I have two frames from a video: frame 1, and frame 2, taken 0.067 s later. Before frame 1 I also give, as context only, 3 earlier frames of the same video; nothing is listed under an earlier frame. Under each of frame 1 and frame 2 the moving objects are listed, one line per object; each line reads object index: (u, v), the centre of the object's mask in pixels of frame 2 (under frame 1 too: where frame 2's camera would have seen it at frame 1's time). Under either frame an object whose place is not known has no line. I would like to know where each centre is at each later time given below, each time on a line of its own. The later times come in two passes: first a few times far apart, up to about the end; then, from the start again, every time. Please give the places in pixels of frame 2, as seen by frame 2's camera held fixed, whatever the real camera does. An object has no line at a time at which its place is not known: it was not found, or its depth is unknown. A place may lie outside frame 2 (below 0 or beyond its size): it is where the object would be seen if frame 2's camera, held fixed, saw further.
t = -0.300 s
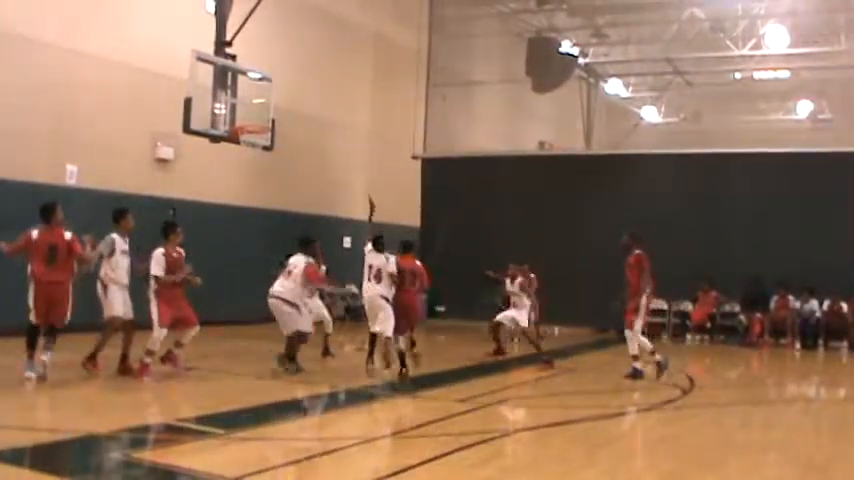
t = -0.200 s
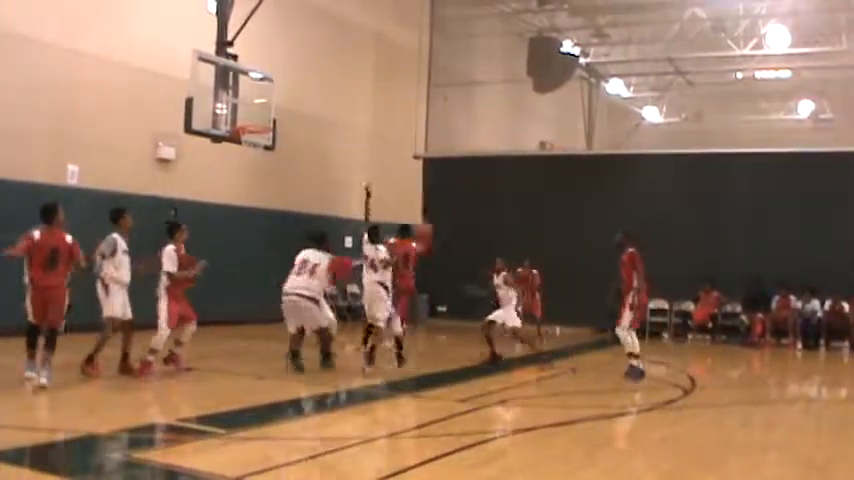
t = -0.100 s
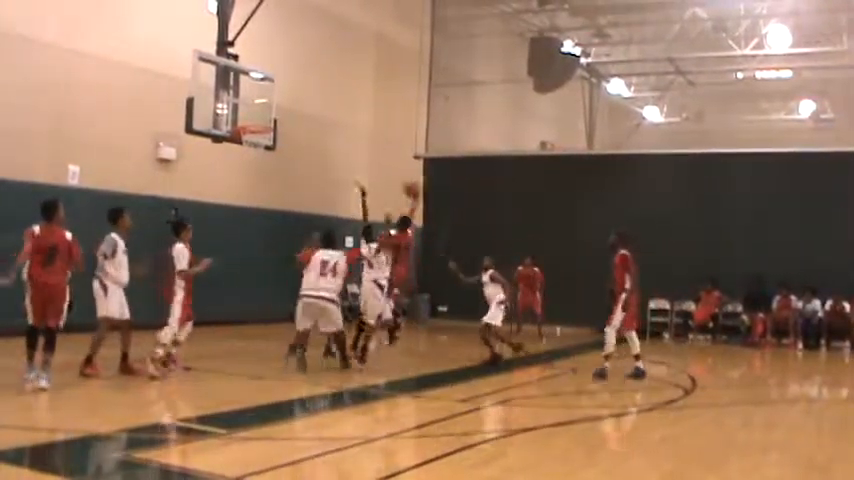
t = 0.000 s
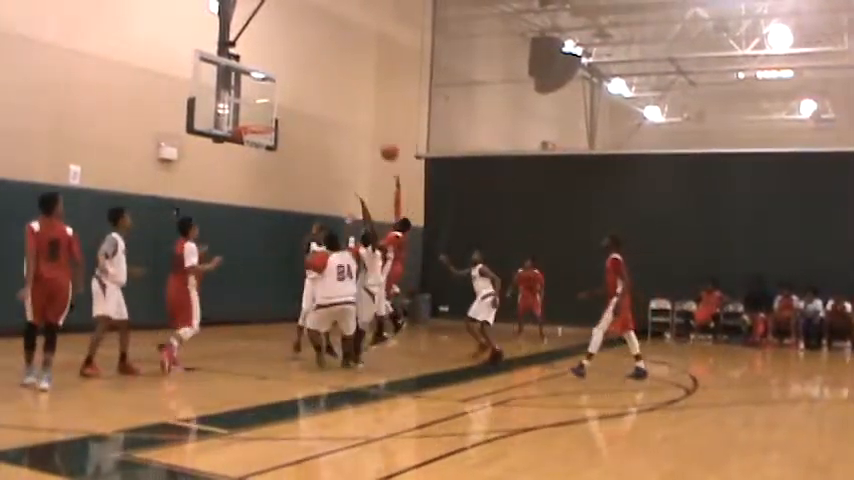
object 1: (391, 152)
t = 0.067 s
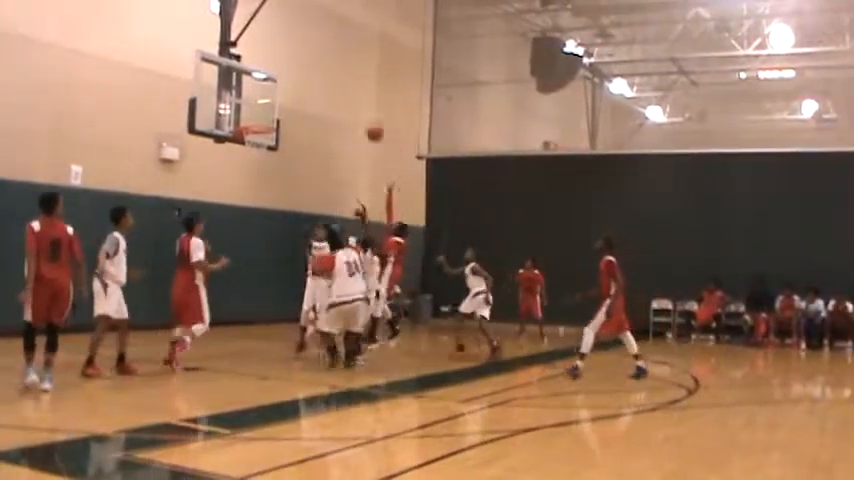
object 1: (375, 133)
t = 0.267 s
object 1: (327, 96)
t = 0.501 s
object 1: (271, 90)
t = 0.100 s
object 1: (366, 125)
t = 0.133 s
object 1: (358, 117)
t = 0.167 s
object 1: (350, 110)
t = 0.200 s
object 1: (342, 105)
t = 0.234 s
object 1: (334, 100)
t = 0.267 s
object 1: (327, 96)
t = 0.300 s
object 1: (319, 93)
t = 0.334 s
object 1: (310, 90)
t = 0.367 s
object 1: (303, 89)
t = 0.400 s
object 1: (295, 88)
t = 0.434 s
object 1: (287, 88)
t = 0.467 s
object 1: (279, 89)
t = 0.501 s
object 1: (271, 90)
